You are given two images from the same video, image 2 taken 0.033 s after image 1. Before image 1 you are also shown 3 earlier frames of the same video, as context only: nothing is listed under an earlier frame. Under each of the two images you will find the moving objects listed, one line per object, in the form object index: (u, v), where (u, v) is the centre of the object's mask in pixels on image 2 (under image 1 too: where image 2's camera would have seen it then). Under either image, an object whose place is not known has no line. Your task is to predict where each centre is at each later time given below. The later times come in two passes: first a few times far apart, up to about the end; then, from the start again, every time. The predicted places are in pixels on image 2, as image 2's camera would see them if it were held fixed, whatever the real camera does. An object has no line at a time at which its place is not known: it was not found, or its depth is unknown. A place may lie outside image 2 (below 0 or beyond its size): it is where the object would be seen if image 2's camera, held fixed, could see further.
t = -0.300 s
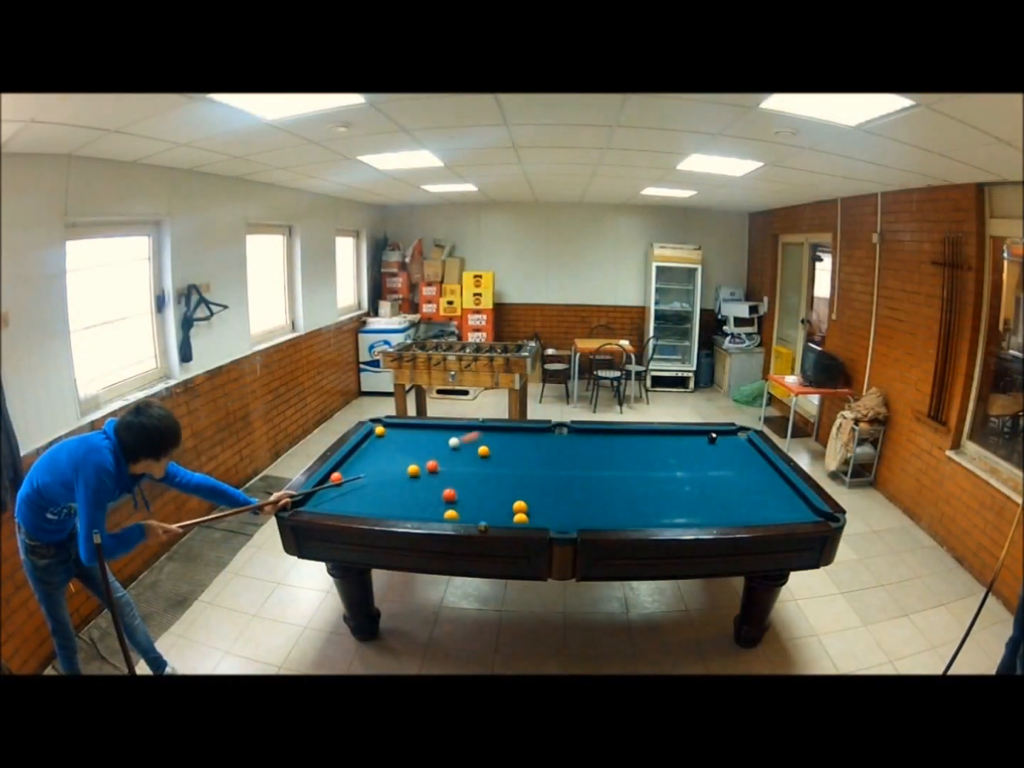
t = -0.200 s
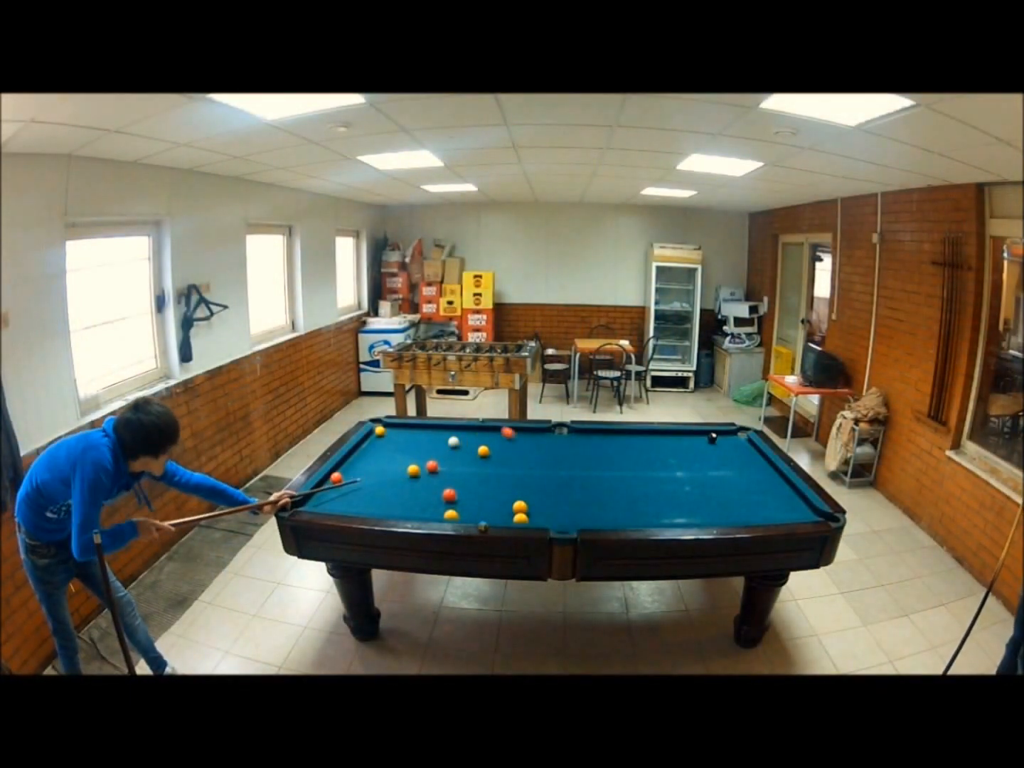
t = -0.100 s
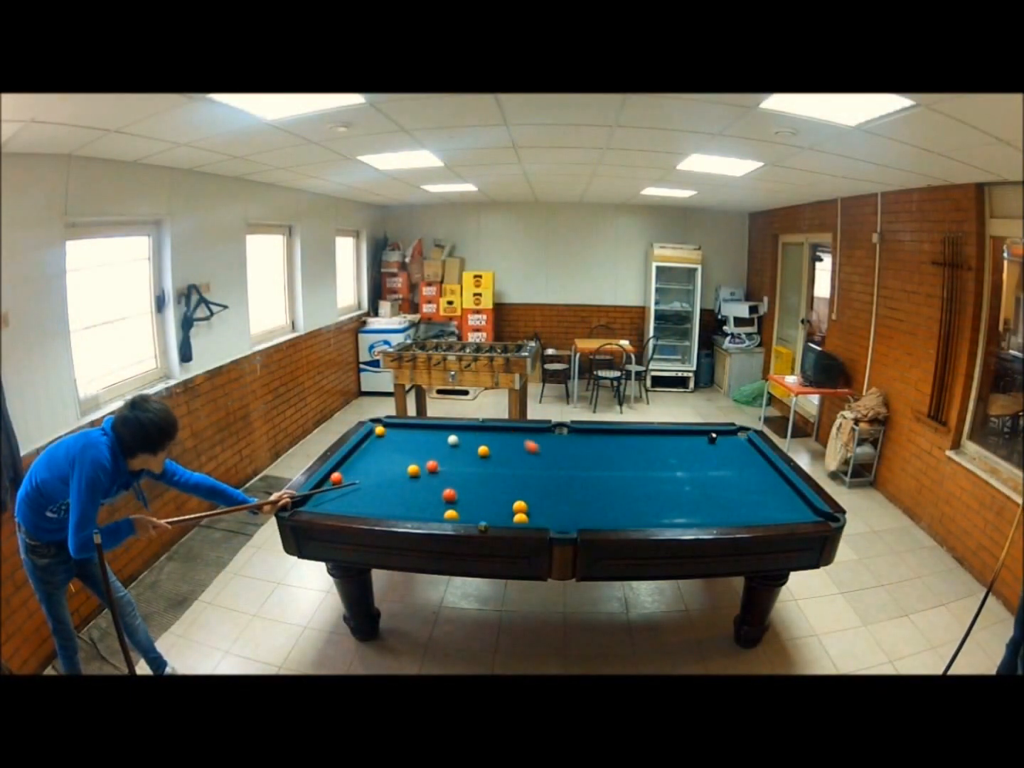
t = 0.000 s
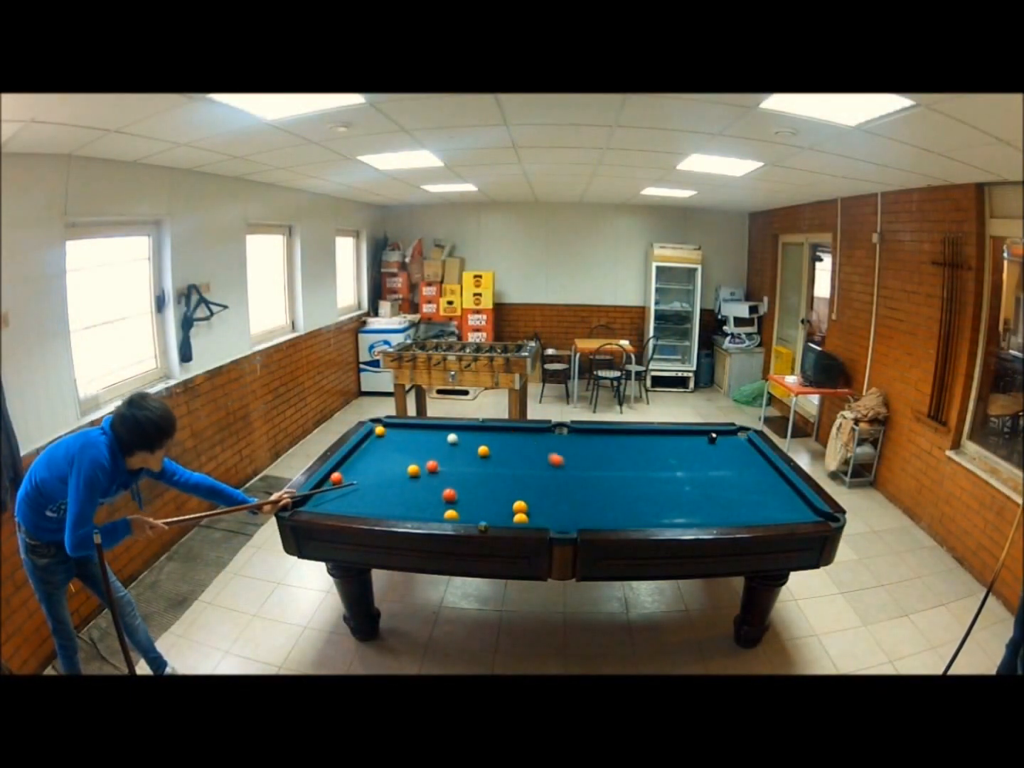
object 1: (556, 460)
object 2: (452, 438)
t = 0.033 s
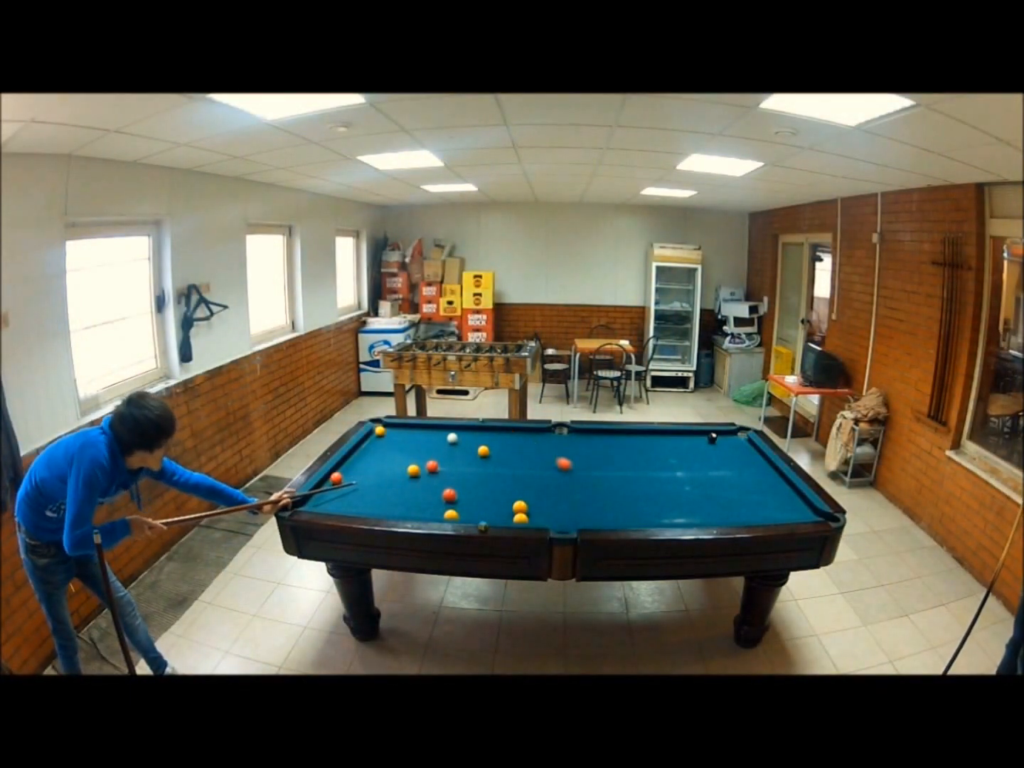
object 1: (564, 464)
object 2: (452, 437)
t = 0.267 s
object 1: (620, 493)
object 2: (451, 434)
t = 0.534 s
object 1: (678, 516)
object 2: (450, 431)
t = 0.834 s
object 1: (687, 499)
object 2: (449, 428)
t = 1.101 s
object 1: (694, 486)
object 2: (448, 427)
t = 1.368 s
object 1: (701, 474)
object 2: (447, 428)
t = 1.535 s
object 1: (704, 468)
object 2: (446, 428)
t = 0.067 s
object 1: (571, 468)
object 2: (451, 437)
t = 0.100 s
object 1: (579, 472)
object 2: (451, 437)
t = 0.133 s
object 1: (587, 476)
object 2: (451, 436)
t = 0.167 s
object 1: (595, 480)
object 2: (451, 436)
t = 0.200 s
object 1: (603, 484)
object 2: (451, 435)
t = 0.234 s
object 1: (611, 489)
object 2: (451, 435)
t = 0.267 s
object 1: (620, 493)
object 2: (451, 434)
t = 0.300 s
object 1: (629, 498)
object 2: (451, 434)
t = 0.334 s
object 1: (638, 502)
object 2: (451, 433)
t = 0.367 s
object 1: (647, 507)
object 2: (450, 433)
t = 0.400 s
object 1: (656, 512)
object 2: (450, 432)
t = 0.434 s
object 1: (666, 516)
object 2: (450, 432)
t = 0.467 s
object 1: (675, 519)
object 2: (450, 432)
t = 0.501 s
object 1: (677, 518)
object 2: (450, 431)
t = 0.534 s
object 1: (678, 516)
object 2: (450, 431)
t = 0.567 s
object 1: (679, 514)
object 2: (450, 430)
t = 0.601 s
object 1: (680, 512)
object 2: (450, 430)
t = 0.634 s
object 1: (681, 510)
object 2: (450, 430)
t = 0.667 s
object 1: (682, 508)
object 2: (450, 429)
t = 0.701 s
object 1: (683, 507)
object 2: (450, 429)
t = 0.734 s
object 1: (684, 504)
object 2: (450, 429)
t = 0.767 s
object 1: (685, 503)
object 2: (449, 428)
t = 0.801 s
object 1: (686, 501)
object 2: (449, 428)
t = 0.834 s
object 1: (687, 499)
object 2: (449, 428)
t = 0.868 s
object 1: (688, 497)
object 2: (449, 427)
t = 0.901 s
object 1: (689, 496)
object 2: (449, 427)
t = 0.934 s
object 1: (690, 494)
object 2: (449, 427)
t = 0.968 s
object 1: (691, 492)
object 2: (449, 427)
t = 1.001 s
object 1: (692, 490)
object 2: (449, 427)
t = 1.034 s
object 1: (693, 489)
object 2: (449, 427)
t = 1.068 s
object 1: (693, 487)
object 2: (448, 427)
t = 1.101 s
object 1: (694, 486)
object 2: (448, 427)
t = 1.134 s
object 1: (695, 484)
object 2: (448, 427)
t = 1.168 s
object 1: (696, 483)
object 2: (448, 427)
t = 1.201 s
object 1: (697, 481)
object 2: (448, 427)
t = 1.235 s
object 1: (698, 480)
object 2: (447, 427)
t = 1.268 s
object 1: (698, 478)
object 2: (447, 428)
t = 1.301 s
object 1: (699, 477)
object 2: (447, 428)
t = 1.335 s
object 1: (700, 476)
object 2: (447, 428)
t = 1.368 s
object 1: (701, 474)
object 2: (447, 428)
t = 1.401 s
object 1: (701, 473)
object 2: (447, 428)
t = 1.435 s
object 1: (702, 472)
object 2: (446, 428)
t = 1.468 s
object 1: (703, 470)
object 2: (446, 428)
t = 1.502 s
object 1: (704, 469)
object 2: (446, 428)
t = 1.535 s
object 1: (704, 468)
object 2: (446, 428)
